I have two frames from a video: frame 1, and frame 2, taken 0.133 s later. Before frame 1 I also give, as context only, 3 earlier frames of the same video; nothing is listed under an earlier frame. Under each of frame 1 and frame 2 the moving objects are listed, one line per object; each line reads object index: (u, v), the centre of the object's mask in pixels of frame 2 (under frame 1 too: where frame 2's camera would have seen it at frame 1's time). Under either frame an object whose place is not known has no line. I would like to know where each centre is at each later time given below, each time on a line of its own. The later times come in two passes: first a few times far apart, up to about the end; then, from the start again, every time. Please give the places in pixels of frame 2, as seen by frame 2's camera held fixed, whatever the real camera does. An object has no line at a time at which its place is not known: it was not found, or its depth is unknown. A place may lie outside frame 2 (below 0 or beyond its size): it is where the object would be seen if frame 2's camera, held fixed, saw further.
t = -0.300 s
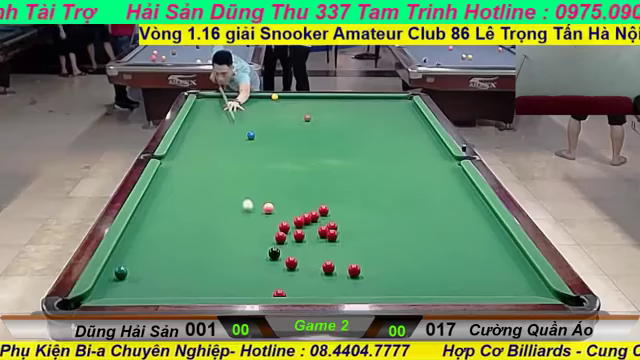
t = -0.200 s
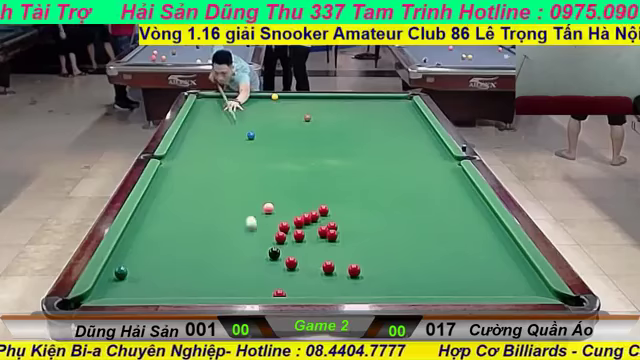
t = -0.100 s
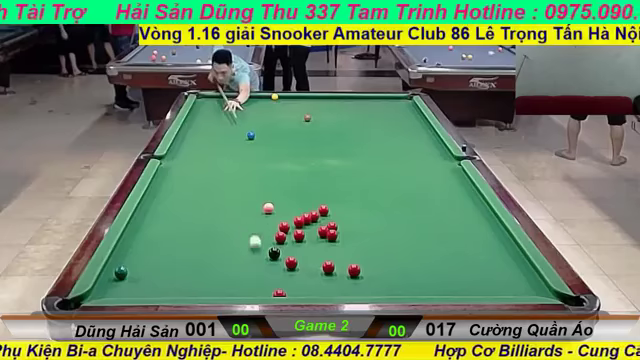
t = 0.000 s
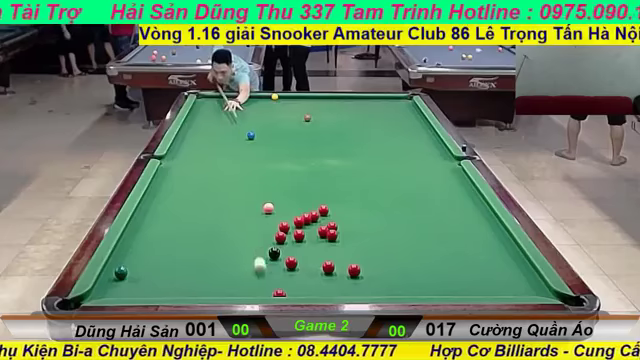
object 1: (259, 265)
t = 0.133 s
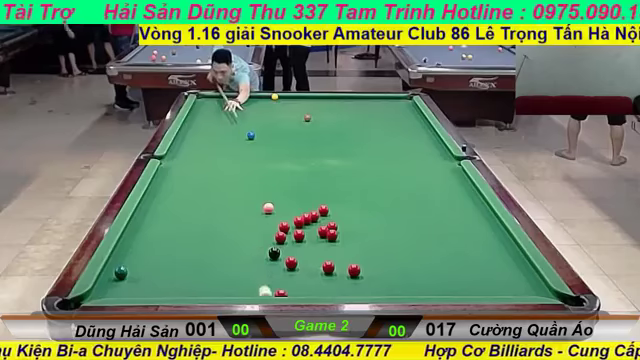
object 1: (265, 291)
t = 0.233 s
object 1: (261, 276)
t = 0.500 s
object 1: (255, 235)
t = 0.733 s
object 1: (252, 210)
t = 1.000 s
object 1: (249, 186)
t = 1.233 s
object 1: (247, 169)
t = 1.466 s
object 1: (245, 154)
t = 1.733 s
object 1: (243, 139)
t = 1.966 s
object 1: (241, 128)
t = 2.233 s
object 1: (239, 117)
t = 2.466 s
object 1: (238, 109)
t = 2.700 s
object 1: (237, 101)
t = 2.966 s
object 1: (235, 98)
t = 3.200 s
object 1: (231, 103)
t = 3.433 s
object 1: (228, 107)
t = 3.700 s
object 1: (225, 112)
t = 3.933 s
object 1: (221, 116)
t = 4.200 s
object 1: (217, 120)
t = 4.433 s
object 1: (214, 124)
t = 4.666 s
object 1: (211, 129)
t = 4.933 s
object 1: (208, 133)
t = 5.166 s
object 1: (205, 137)
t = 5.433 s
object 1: (202, 141)
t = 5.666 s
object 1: (200, 145)
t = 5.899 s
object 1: (197, 149)
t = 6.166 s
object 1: (195, 152)
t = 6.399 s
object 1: (193, 156)
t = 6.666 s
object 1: (190, 159)
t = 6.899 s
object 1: (188, 162)
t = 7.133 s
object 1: (186, 164)
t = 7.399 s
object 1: (184, 167)
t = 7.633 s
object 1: (182, 169)
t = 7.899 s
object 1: (181, 171)
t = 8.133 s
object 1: (179, 172)
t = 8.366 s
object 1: (177, 174)
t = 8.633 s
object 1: (176, 175)
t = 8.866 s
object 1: (175, 175)
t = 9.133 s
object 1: (175, 175)
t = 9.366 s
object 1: (175, 175)
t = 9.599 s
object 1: (175, 175)
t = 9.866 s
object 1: (175, 175)
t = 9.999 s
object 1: (175, 175)
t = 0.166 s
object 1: (263, 288)
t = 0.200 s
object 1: (262, 280)
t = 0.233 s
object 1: (261, 276)
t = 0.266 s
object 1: (260, 269)
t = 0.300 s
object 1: (259, 262)
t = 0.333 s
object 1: (258, 257)
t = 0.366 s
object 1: (257, 253)
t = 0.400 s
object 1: (257, 248)
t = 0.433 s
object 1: (256, 243)
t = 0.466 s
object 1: (256, 239)
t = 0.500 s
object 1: (255, 235)
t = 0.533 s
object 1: (255, 231)
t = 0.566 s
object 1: (254, 228)
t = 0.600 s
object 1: (254, 224)
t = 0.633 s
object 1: (253, 220)
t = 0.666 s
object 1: (253, 217)
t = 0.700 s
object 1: (252, 214)
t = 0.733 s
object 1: (252, 210)
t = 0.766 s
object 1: (251, 207)
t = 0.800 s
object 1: (251, 203)
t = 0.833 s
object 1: (251, 200)
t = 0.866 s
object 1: (250, 197)
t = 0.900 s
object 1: (250, 194)
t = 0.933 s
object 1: (250, 191)
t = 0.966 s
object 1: (249, 189)
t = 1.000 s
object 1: (249, 186)
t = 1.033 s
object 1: (249, 184)
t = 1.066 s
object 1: (248, 181)
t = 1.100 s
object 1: (248, 178)
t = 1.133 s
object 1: (247, 175)
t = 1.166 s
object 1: (247, 174)
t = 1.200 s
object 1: (247, 171)
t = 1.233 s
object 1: (247, 169)
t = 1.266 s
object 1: (246, 166)
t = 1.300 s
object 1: (246, 164)
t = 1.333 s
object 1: (246, 162)
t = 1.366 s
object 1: (246, 160)
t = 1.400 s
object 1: (245, 158)
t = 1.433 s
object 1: (245, 156)
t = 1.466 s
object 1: (245, 154)
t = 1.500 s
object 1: (244, 152)
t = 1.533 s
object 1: (244, 150)
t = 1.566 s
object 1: (244, 148)
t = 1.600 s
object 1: (244, 146)
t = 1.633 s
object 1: (243, 144)
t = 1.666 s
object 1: (243, 143)
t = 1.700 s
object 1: (243, 141)
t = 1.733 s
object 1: (243, 139)
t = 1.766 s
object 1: (242, 137)
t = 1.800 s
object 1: (242, 136)
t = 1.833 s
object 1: (242, 134)
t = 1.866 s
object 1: (242, 133)
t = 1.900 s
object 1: (242, 131)
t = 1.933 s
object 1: (241, 130)
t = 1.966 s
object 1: (241, 128)
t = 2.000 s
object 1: (241, 127)
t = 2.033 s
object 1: (241, 125)
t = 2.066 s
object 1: (241, 124)
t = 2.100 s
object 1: (240, 122)
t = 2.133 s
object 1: (240, 121)
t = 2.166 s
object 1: (240, 120)
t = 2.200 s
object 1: (240, 118)
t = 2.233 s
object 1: (239, 117)
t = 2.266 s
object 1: (240, 116)
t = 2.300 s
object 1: (239, 114)
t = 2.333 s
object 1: (239, 113)
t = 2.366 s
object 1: (239, 112)
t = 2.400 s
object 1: (239, 111)
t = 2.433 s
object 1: (238, 110)
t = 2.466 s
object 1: (238, 109)
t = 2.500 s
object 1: (238, 108)
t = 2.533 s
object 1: (238, 106)
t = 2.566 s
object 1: (238, 105)
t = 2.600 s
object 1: (237, 104)
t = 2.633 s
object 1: (237, 103)
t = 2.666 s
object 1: (237, 102)
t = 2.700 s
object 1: (237, 101)
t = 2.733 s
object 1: (237, 100)
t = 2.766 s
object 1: (236, 99)
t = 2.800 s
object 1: (236, 98)
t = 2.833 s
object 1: (236, 97)
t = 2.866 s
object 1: (236, 96)
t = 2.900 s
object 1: (236, 97)
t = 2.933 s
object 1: (235, 97)
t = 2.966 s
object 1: (235, 98)
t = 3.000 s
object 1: (234, 99)
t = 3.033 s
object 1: (234, 100)
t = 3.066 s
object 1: (233, 100)
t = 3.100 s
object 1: (233, 101)
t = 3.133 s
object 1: (232, 101)
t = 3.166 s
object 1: (232, 102)
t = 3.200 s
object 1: (231, 103)
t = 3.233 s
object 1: (231, 103)
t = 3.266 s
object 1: (230, 104)
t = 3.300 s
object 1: (230, 104)
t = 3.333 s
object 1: (229, 105)
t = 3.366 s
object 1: (229, 106)
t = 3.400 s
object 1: (228, 106)
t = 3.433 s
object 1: (228, 107)
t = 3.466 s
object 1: (228, 108)
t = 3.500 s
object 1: (227, 108)
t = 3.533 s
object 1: (227, 109)
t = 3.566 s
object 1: (226, 109)
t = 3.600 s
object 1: (226, 110)
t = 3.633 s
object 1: (225, 110)
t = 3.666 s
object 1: (225, 111)
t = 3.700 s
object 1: (225, 112)
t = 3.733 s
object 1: (224, 112)
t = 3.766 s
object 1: (223, 113)
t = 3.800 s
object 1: (223, 113)
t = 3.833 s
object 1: (223, 114)
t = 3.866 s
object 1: (222, 114)
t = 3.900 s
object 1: (222, 115)
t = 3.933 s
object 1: (221, 116)
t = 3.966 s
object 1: (221, 117)
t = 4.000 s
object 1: (220, 117)
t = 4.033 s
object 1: (220, 118)
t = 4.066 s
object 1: (219, 118)
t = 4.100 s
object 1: (219, 119)
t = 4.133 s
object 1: (219, 119)
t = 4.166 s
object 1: (218, 120)
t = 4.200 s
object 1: (217, 120)
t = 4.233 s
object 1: (217, 121)
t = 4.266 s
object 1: (217, 122)
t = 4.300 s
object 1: (216, 122)
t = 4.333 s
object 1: (216, 123)
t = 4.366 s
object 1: (215, 123)
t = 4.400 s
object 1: (215, 124)
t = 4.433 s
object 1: (214, 124)
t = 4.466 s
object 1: (214, 125)
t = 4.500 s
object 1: (213, 126)
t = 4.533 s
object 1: (213, 126)
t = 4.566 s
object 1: (213, 127)
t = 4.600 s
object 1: (212, 127)
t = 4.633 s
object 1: (212, 128)
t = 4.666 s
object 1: (211, 129)
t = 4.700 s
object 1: (211, 129)
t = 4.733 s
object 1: (210, 130)
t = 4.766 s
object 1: (210, 131)
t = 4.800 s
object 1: (209, 131)
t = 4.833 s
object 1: (209, 132)
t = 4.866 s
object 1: (208, 132)
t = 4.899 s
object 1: (208, 133)
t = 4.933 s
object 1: (208, 133)
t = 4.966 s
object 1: (207, 134)
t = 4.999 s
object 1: (207, 134)
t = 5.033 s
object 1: (207, 135)
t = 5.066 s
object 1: (206, 135)
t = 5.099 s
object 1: (206, 136)
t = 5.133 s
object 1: (205, 137)
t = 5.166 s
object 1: (205, 137)
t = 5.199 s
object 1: (205, 138)
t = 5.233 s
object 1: (204, 138)
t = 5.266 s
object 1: (204, 139)
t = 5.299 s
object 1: (203, 139)
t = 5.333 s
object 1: (203, 140)
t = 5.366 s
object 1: (203, 140)
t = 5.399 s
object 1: (202, 141)
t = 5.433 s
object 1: (202, 141)
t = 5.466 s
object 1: (202, 142)
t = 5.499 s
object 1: (201, 142)
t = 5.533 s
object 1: (201, 143)
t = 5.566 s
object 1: (201, 144)
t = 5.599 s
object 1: (200, 144)
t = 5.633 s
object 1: (200, 145)
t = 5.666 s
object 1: (200, 145)
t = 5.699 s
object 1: (199, 146)
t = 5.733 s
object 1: (199, 146)
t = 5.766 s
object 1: (198, 147)
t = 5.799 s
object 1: (198, 147)
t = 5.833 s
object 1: (198, 148)
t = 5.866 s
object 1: (198, 148)
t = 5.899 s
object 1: (197, 149)
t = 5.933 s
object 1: (197, 149)
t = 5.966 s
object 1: (197, 149)
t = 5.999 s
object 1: (196, 150)
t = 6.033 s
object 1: (196, 150)
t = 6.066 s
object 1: (196, 151)
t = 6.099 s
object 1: (195, 151)
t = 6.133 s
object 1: (195, 152)
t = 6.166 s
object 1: (195, 152)
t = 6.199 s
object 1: (195, 153)
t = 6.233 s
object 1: (194, 153)
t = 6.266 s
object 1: (194, 154)
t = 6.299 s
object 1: (194, 154)
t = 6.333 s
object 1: (194, 155)
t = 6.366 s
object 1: (193, 155)
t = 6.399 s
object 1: (193, 156)
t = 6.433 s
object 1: (192, 156)
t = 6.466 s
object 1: (192, 156)
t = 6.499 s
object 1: (192, 157)
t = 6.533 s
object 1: (192, 157)
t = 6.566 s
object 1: (191, 158)
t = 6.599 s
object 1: (191, 158)
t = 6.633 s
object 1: (190, 159)
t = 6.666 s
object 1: (190, 159)
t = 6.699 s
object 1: (190, 159)
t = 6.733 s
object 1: (190, 160)
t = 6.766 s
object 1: (190, 160)
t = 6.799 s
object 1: (189, 161)
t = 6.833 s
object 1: (189, 161)
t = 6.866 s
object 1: (189, 161)
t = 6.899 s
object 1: (188, 162)
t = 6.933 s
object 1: (188, 162)
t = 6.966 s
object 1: (188, 163)
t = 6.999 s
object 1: (188, 163)
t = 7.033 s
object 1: (187, 164)
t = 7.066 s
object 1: (187, 164)
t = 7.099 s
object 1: (187, 164)
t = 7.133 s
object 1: (186, 164)
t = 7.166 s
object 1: (186, 165)
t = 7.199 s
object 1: (186, 165)
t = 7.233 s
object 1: (186, 165)
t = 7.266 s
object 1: (185, 166)
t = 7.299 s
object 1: (185, 166)
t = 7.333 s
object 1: (185, 166)
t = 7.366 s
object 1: (184, 167)
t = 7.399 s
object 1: (184, 167)
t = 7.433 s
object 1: (184, 167)
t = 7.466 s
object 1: (184, 167)
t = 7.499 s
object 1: (183, 168)
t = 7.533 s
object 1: (183, 168)
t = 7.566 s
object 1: (183, 168)
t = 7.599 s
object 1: (183, 168)
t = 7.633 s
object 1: (182, 169)
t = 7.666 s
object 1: (182, 169)
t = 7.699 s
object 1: (182, 170)
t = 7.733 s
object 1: (182, 170)
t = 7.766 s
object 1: (181, 170)
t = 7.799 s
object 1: (181, 170)
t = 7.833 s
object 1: (181, 171)
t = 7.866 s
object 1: (181, 171)
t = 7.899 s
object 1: (181, 171)
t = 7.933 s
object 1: (180, 171)
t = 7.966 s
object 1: (180, 171)
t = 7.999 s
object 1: (180, 171)
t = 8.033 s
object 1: (180, 172)
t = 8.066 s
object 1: (179, 172)
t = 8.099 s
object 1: (179, 172)
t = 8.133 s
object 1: (179, 172)
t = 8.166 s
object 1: (178, 173)
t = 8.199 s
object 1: (178, 173)
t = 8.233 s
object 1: (178, 173)
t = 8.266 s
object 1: (178, 173)
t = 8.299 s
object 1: (178, 173)
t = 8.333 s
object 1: (177, 174)
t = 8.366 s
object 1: (177, 174)
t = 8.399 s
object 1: (177, 174)
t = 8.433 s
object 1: (177, 174)
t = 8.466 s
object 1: (177, 174)
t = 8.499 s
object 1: (177, 174)
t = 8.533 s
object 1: (177, 174)
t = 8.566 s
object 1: (176, 174)
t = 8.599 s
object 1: (176, 174)
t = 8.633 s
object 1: (176, 175)
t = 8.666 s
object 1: (176, 174)
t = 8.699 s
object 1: (176, 175)
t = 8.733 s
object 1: (176, 175)
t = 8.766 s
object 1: (176, 175)
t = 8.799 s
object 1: (175, 175)
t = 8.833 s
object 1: (175, 175)
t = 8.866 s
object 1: (175, 175)
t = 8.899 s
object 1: (175, 175)
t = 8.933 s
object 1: (175, 175)
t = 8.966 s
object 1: (175, 175)
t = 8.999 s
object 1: (175, 175)
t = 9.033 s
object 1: (175, 175)
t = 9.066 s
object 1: (175, 175)
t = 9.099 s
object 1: (175, 175)
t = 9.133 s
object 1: (175, 175)
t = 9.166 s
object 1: (175, 175)
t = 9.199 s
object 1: (175, 175)
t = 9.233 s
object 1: (175, 175)
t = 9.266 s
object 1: (175, 175)
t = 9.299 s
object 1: (175, 175)
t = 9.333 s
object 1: (175, 175)
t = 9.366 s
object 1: (175, 175)
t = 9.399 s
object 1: (175, 175)
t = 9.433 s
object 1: (175, 175)
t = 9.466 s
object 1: (175, 175)
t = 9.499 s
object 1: (175, 175)
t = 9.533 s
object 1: (175, 175)
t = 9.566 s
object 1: (175, 175)
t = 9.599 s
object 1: (175, 175)
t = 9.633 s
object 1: (175, 175)
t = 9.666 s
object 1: (175, 175)
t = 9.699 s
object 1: (175, 175)
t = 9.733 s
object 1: (175, 175)
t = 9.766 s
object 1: (175, 175)
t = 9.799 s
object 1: (175, 175)
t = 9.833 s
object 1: (175, 175)
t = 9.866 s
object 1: (175, 175)
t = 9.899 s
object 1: (175, 175)
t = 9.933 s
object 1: (175, 175)
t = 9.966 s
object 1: (175, 175)
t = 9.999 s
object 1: (175, 175)
